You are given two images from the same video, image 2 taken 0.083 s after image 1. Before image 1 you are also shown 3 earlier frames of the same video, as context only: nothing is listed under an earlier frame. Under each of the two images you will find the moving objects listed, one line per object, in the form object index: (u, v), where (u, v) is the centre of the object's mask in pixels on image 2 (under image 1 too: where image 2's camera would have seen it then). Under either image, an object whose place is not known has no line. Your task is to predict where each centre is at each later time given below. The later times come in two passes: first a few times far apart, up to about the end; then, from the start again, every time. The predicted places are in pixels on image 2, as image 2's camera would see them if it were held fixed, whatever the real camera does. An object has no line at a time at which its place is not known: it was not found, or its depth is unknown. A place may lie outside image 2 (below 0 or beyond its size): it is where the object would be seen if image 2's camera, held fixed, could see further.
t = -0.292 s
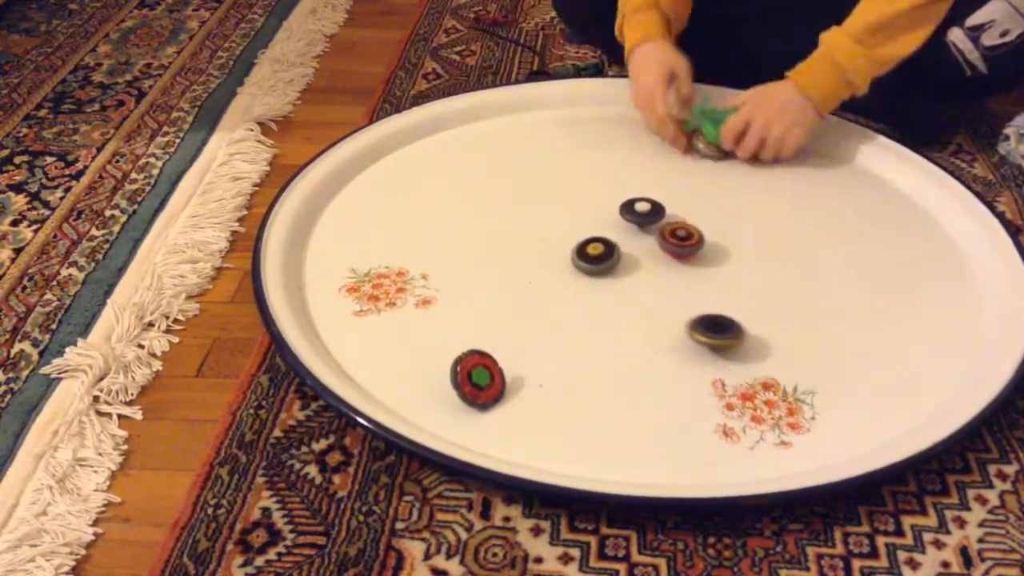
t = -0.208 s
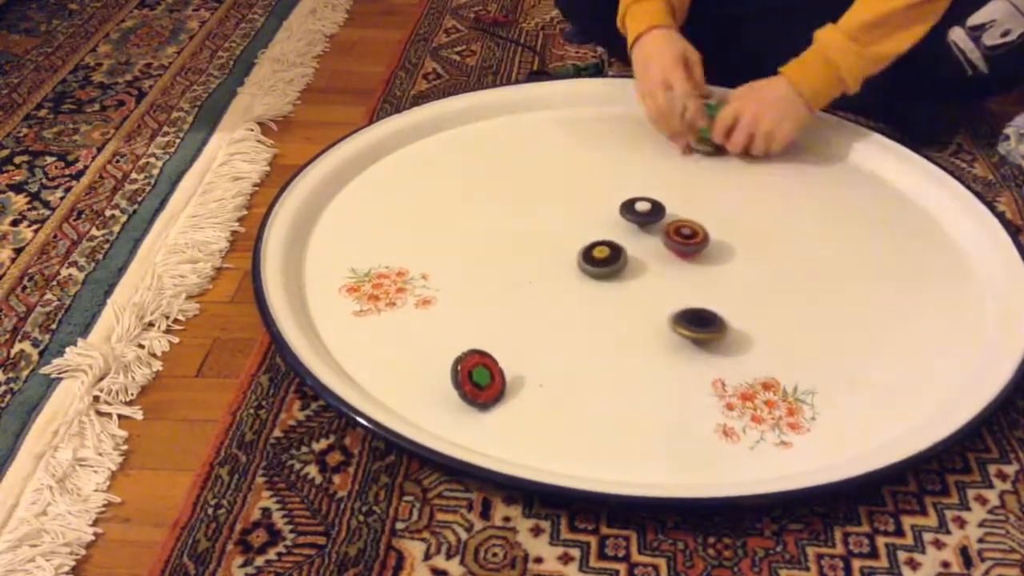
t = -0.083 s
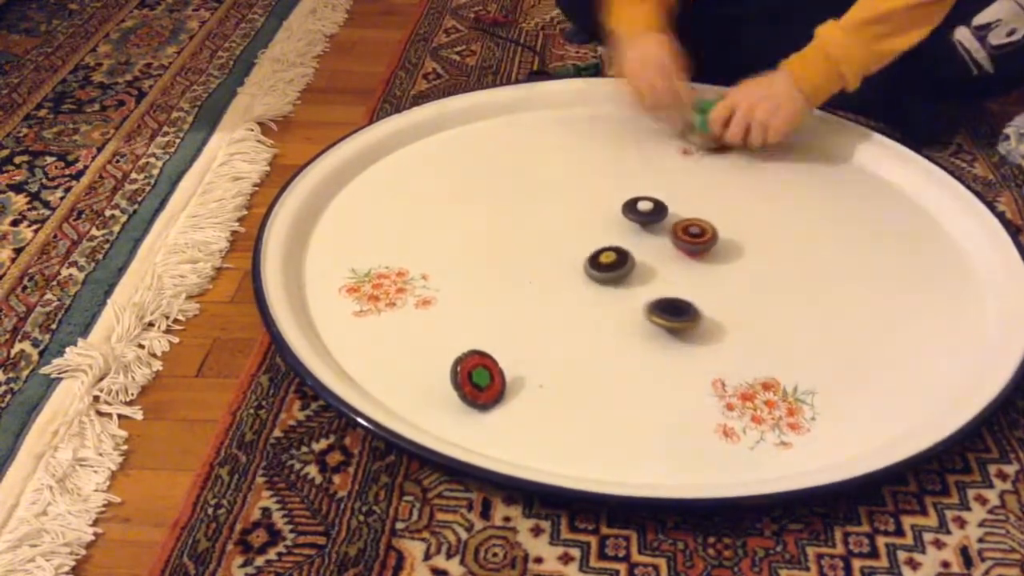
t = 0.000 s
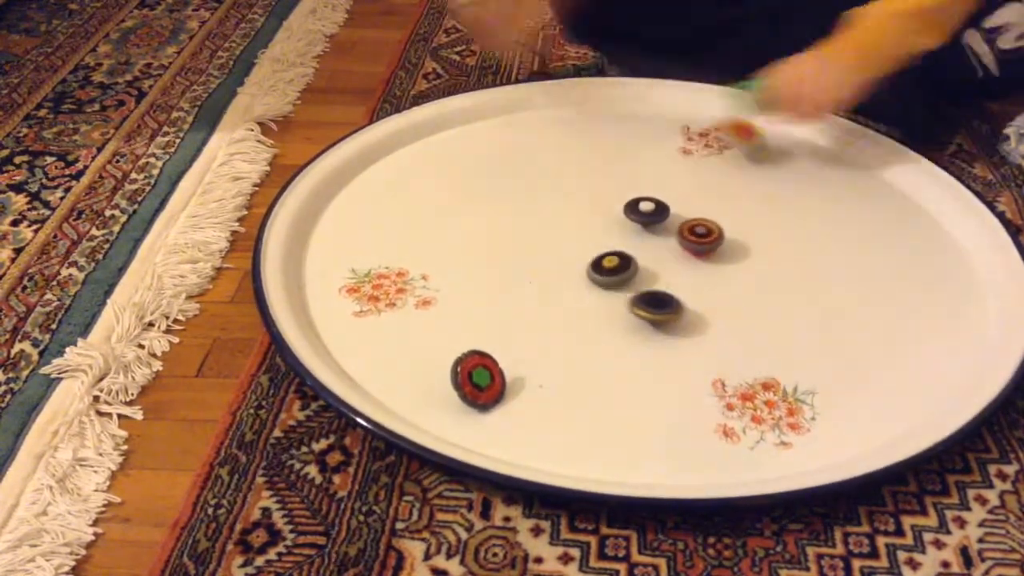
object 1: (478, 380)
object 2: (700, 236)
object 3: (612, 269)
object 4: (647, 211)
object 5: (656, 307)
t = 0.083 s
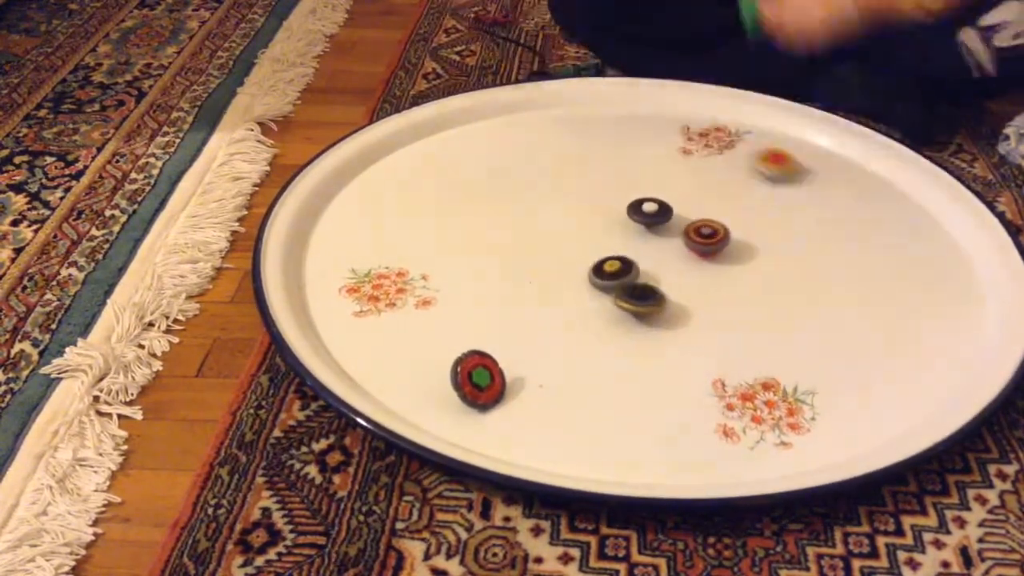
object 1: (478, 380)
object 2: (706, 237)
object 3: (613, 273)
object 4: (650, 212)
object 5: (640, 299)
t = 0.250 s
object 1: (478, 380)
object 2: (717, 240)
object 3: (603, 258)
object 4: (655, 213)
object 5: (620, 303)
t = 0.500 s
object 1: (478, 379)
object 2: (726, 251)
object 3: (592, 256)
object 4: (665, 218)
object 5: (588, 299)
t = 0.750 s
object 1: (478, 379)
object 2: (721, 261)
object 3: (586, 252)
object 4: (681, 224)
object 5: (564, 295)
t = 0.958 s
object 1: (478, 379)
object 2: (710, 265)
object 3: (588, 248)
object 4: (699, 231)
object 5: (541, 289)
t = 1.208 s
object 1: (478, 379)
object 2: (694, 264)
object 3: (598, 244)
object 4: (726, 238)
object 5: (526, 286)
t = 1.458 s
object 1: (478, 379)
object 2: (683, 256)
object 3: (611, 245)
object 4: (751, 245)
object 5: (523, 284)
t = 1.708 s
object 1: (478, 379)
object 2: (683, 249)
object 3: (620, 250)
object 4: (780, 253)
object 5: (533, 284)
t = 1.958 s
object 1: (478, 379)
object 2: (694, 244)
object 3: (623, 256)
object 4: (811, 258)
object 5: (550, 284)
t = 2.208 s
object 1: (478, 379)
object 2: (708, 247)
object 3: (619, 262)
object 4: (765, 273)
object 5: (584, 283)
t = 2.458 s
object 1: (478, 379)
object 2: (703, 224)
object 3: (641, 256)
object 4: (748, 330)
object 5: (590, 297)
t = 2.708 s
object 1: (478, 379)
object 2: (711, 209)
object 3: (638, 258)
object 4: (716, 368)
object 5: (600, 313)
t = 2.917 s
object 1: (478, 379)
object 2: (732, 204)
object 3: (634, 259)
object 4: (667, 381)
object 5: (620, 323)
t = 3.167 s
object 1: (478, 379)
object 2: (760, 210)
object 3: (632, 258)
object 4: (602, 383)
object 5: (573, 335)
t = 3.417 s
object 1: (427, 402)
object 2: (777, 226)
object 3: (634, 256)
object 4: (541, 372)
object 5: (418, 340)
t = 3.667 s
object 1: (431, 402)
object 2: (770, 242)
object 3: (639, 257)
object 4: (494, 349)
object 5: (351, 328)
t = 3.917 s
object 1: (431, 402)
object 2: (742, 250)
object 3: (645, 260)
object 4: (467, 320)
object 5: (325, 305)
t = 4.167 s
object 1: (432, 403)
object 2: (709, 245)
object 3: (647, 264)
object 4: (460, 292)
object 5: (350, 276)
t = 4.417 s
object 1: (432, 403)
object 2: (691, 232)
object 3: (645, 268)
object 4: (476, 267)
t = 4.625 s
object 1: (432, 402)
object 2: (693, 221)
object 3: (642, 270)
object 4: (504, 251)
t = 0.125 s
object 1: (478, 380)
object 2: (709, 238)
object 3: (611, 270)
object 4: (651, 212)
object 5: (634, 300)
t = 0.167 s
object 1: (478, 379)
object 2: (712, 238)
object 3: (606, 263)
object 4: (653, 213)
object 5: (630, 302)
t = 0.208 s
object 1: (478, 380)
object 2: (715, 239)
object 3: (604, 260)
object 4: (654, 213)
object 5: (626, 303)
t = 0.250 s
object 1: (478, 380)
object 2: (717, 240)
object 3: (603, 258)
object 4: (655, 213)
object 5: (620, 303)
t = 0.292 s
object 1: (478, 379)
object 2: (719, 242)
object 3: (601, 258)
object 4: (656, 214)
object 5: (615, 302)
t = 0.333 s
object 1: (478, 380)
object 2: (721, 244)
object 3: (599, 258)
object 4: (658, 214)
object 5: (609, 302)
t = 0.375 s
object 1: (478, 379)
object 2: (723, 246)
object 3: (597, 258)
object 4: (659, 215)
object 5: (604, 301)
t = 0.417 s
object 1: (478, 379)
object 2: (724, 247)
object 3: (595, 257)
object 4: (661, 216)
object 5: (598, 301)
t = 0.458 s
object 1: (478, 380)
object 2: (725, 249)
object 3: (593, 257)
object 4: (663, 216)
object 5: (593, 300)
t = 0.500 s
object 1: (478, 379)
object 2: (726, 251)
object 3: (592, 256)
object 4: (665, 218)
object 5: (588, 299)
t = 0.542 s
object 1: (478, 379)
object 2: (726, 253)
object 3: (591, 256)
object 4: (668, 218)
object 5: (584, 299)
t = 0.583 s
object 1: (478, 379)
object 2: (726, 255)
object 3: (590, 255)
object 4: (670, 220)
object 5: (580, 298)
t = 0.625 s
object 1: (478, 379)
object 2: (725, 256)
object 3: (589, 254)
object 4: (672, 221)
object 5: (576, 298)
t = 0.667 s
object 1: (478, 379)
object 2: (724, 258)
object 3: (588, 254)
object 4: (675, 222)
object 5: (572, 297)
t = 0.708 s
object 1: (478, 379)
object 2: (723, 260)
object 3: (587, 253)
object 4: (678, 223)
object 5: (568, 296)
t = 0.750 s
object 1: (478, 379)
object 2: (721, 261)
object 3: (586, 252)
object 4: (681, 224)
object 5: (564, 295)
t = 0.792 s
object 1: (478, 379)
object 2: (720, 262)
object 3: (587, 251)
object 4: (684, 226)
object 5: (559, 293)
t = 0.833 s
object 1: (478, 380)
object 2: (718, 263)
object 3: (586, 250)
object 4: (688, 227)
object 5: (555, 292)
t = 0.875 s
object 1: (478, 379)
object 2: (715, 264)
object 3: (587, 249)
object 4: (691, 228)
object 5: (550, 291)
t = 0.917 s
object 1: (478, 379)
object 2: (713, 264)
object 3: (587, 248)
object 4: (695, 229)
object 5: (546, 290)
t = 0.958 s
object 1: (478, 379)
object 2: (710, 265)
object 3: (588, 248)
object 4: (699, 231)
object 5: (541, 289)
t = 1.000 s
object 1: (478, 379)
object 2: (708, 265)
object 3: (590, 247)
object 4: (703, 232)
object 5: (537, 288)
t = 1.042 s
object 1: (478, 379)
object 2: (705, 266)
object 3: (591, 246)
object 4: (708, 233)
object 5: (533, 287)
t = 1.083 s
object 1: (478, 379)
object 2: (702, 266)
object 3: (593, 245)
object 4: (712, 234)
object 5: (530, 287)
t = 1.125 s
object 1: (478, 379)
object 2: (699, 265)
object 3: (594, 245)
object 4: (717, 235)
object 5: (528, 286)
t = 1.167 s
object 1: (478, 379)
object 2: (696, 264)
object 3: (596, 245)
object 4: (721, 237)
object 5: (527, 286)
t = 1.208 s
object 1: (478, 379)
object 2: (694, 264)
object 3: (598, 244)
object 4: (726, 238)
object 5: (526, 286)
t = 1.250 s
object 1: (478, 379)
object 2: (691, 263)
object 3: (600, 244)
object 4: (730, 239)
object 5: (525, 285)
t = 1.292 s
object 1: (478, 379)
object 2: (689, 262)
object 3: (602, 244)
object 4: (734, 240)
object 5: (525, 285)
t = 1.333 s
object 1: (478, 379)
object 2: (687, 261)
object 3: (604, 244)
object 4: (738, 241)
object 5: (524, 285)
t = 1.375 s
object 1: (478, 379)
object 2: (685, 259)
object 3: (607, 244)
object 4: (742, 243)
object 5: (524, 285)
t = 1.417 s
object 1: (478, 379)
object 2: (684, 258)
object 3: (608, 245)
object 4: (747, 244)
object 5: (523, 285)
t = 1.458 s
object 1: (478, 379)
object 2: (683, 256)
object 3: (611, 245)
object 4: (751, 245)
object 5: (523, 284)
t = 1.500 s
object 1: (478, 379)
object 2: (682, 255)
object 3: (612, 246)
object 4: (756, 247)
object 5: (524, 284)
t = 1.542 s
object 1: (478, 379)
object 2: (682, 254)
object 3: (614, 247)
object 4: (761, 248)
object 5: (526, 284)
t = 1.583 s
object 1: (478, 379)
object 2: (682, 252)
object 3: (616, 247)
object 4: (765, 249)
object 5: (527, 284)
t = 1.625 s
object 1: (478, 379)
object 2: (682, 251)
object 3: (617, 248)
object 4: (771, 250)
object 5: (529, 284)
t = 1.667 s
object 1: (478, 379)
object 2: (682, 250)
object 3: (619, 249)
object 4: (775, 252)
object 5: (531, 284)
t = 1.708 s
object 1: (478, 379)
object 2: (683, 249)
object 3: (620, 250)
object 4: (780, 253)
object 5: (533, 284)
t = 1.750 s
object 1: (478, 379)
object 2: (685, 248)
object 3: (621, 251)
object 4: (786, 254)
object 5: (535, 284)
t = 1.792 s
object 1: (478, 379)
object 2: (686, 247)
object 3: (622, 252)
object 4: (791, 255)
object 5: (538, 284)
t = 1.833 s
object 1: (478, 379)
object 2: (688, 246)
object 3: (622, 253)
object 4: (795, 256)
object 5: (541, 284)
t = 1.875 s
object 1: (478, 379)
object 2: (690, 245)
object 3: (623, 254)
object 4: (800, 257)
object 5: (544, 284)
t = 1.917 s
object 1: (478, 379)
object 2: (692, 245)
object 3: (623, 255)
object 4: (805, 257)
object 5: (547, 284)
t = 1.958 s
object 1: (478, 379)
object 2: (694, 244)
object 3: (623, 256)
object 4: (811, 258)
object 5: (550, 284)
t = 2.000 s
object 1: (478, 379)
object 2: (696, 244)
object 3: (622, 258)
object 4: (815, 259)
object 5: (555, 284)
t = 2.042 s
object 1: (478, 379)
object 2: (699, 244)
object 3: (622, 258)
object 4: (820, 259)
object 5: (560, 284)
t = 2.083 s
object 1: (478, 379)
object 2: (701, 245)
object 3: (621, 260)
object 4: (820, 260)
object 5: (566, 284)
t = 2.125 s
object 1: (478, 379)
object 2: (704, 245)
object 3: (621, 261)
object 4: (799, 265)
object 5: (572, 284)
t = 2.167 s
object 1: (478, 379)
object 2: (706, 246)
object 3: (619, 262)
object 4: (779, 270)
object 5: (577, 283)
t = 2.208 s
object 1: (478, 379)
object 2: (708, 247)
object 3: (619, 262)
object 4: (765, 273)
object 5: (584, 283)
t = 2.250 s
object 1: (478, 379)
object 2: (711, 248)
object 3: (620, 261)
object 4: (755, 275)
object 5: (590, 282)
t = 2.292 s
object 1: (478, 379)
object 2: (713, 250)
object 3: (624, 259)
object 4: (748, 276)
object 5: (591, 284)
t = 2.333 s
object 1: (478, 379)
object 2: (714, 249)
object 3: (630, 257)
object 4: (741, 279)
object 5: (590, 287)
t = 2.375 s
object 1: (478, 379)
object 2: (709, 237)
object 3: (637, 256)
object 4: (745, 298)
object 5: (590, 290)
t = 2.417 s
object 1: (478, 379)
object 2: (705, 229)
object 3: (640, 255)
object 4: (748, 316)
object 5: (590, 293)
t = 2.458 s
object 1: (478, 379)
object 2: (703, 224)
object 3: (641, 256)
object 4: (748, 330)
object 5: (590, 297)
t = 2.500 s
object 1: (478, 379)
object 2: (703, 221)
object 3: (641, 256)
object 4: (746, 342)
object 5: (591, 299)
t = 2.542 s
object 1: (478, 379)
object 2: (703, 218)
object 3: (641, 257)
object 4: (743, 350)
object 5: (592, 303)
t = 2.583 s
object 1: (478, 379)
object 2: (704, 215)
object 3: (640, 257)
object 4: (737, 355)
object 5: (593, 305)
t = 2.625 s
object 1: (478, 379)
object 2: (706, 213)
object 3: (639, 258)
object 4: (731, 360)
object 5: (595, 308)
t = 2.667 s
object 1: (478, 379)
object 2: (708, 211)
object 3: (639, 258)
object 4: (724, 365)
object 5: (597, 311)
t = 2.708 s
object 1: (478, 379)
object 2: (711, 209)
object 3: (638, 258)
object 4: (716, 368)
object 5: (600, 313)
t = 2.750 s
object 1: (478, 379)
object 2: (715, 207)
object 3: (637, 258)
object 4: (707, 372)
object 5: (603, 316)
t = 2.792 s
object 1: (478, 379)
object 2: (718, 206)
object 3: (636, 259)
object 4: (698, 375)
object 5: (607, 317)
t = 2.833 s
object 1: (478, 379)
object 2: (723, 205)
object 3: (636, 259)
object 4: (688, 377)
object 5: (611, 320)
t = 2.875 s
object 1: (478, 379)
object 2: (727, 204)
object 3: (635, 259)
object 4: (677, 379)
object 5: (616, 321)
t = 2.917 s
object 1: (478, 379)
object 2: (732, 204)
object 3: (634, 259)
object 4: (667, 381)
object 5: (620, 323)
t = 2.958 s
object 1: (478, 379)
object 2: (736, 204)
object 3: (634, 259)
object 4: (657, 382)
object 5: (625, 324)
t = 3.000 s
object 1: (478, 379)
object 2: (741, 205)
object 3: (633, 258)
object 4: (646, 383)
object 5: (630, 324)
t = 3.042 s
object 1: (478, 379)
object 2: (746, 206)
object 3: (632, 258)
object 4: (635, 384)
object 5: (635, 325)
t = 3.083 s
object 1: (478, 379)
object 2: (751, 207)
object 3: (632, 258)
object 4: (624, 384)
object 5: (640, 325)
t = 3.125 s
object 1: (478, 379)
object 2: (756, 208)
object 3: (632, 258)
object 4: (613, 384)
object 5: (639, 325)
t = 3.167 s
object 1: (478, 379)
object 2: (760, 210)
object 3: (632, 258)
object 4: (602, 383)
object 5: (573, 335)
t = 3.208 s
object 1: (478, 379)
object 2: (764, 212)
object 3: (632, 258)
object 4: (591, 382)
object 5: (524, 348)
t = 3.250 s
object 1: (456, 393)
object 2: (768, 215)
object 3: (632, 257)
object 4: (580, 380)
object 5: (490, 345)
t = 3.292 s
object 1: (437, 404)
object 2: (771, 217)
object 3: (633, 257)
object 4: (569, 379)
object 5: (466, 343)
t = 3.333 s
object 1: (426, 405)
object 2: (773, 220)
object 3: (633, 257)
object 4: (559, 377)
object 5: (447, 342)
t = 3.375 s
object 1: (425, 404)
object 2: (775, 223)
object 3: (634, 256)
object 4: (550, 374)
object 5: (431, 341)
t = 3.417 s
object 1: (427, 402)
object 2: (777, 226)
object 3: (634, 256)
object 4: (541, 372)
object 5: (418, 340)
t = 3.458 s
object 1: (429, 401)
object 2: (777, 229)
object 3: (635, 256)
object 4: (532, 368)
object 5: (406, 339)
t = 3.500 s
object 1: (429, 401)
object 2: (777, 232)
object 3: (636, 256)
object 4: (523, 365)
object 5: (394, 338)
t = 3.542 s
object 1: (430, 401)
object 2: (776, 235)
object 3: (637, 256)
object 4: (515, 362)
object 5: (383, 336)
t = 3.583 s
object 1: (430, 401)
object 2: (775, 237)
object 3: (637, 256)
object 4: (507, 357)
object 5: (372, 334)
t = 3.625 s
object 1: (430, 402)
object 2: (773, 240)
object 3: (639, 256)
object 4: (501, 353)
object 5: (361, 331)
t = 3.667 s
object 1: (431, 402)
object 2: (770, 242)
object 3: (639, 257)
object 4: (494, 349)
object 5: (351, 328)
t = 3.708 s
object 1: (431, 403)
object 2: (766, 245)
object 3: (640, 257)
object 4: (489, 345)
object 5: (342, 325)
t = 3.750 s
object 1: (431, 404)
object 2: (762, 247)
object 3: (641, 257)
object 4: (483, 340)
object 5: (333, 322)
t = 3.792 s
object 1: (431, 404)
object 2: (757, 248)
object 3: (643, 257)
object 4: (478, 335)
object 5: (326, 319)
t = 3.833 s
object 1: (431, 403)
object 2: (752, 250)
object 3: (643, 258)
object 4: (474, 330)
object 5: (323, 315)
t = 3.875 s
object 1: (431, 402)
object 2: (747, 250)
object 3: (644, 259)
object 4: (470, 325)
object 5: (324, 311)
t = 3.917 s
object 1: (431, 402)
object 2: (742, 250)
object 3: (645, 260)
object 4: (467, 320)
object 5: (325, 305)
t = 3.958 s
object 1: (431, 402)
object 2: (736, 251)
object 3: (645, 260)
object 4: (464, 315)
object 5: (327, 300)
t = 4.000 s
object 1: (431, 402)
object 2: (730, 250)
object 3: (646, 261)
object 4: (462, 310)
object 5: (330, 295)
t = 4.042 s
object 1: (432, 403)
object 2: (725, 250)
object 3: (646, 262)
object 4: (461, 306)
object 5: (334, 290)
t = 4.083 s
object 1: (432, 403)
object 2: (719, 249)
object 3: (647, 263)
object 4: (460, 301)
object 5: (339, 285)
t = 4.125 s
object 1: (432, 403)
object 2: (714, 248)
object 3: (646, 263)
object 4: (460, 296)
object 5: (344, 280)
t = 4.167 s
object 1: (432, 403)
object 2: (709, 245)
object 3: (647, 264)
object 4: (460, 292)
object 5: (350, 276)
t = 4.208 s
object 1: (431, 403)
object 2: (704, 244)
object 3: (646, 265)
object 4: (461, 288)
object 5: (356, 271)
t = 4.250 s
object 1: (431, 403)
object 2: (700, 242)
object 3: (647, 266)
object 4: (463, 283)
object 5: (362, 266)
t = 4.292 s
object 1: (432, 403)
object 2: (697, 240)
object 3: (646, 267)
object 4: (465, 279)
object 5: (368, 263)
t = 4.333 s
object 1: (432, 403)
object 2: (694, 237)
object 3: (646, 267)
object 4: (468, 275)
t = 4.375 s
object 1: (432, 403)
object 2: (692, 235)
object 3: (645, 268)
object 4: (472, 271)
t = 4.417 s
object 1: (432, 403)
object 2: (691, 232)
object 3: (645, 268)
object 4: (476, 267)
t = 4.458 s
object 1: (432, 403)
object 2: (690, 230)
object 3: (644, 269)
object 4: (481, 263)
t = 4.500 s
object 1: (432, 403)
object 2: (690, 227)
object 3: (644, 269)
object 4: (486, 260)
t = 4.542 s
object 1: (432, 403)
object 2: (691, 225)
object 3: (643, 270)
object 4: (492, 257)
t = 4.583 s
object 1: (432, 403)
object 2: (692, 223)
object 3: (643, 270)
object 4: (498, 253)
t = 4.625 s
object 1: (432, 402)
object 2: (693, 221)
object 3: (642, 270)
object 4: (504, 251)
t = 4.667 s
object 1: (432, 403)
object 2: (696, 219)
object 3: (641, 271)
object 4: (511, 248)
